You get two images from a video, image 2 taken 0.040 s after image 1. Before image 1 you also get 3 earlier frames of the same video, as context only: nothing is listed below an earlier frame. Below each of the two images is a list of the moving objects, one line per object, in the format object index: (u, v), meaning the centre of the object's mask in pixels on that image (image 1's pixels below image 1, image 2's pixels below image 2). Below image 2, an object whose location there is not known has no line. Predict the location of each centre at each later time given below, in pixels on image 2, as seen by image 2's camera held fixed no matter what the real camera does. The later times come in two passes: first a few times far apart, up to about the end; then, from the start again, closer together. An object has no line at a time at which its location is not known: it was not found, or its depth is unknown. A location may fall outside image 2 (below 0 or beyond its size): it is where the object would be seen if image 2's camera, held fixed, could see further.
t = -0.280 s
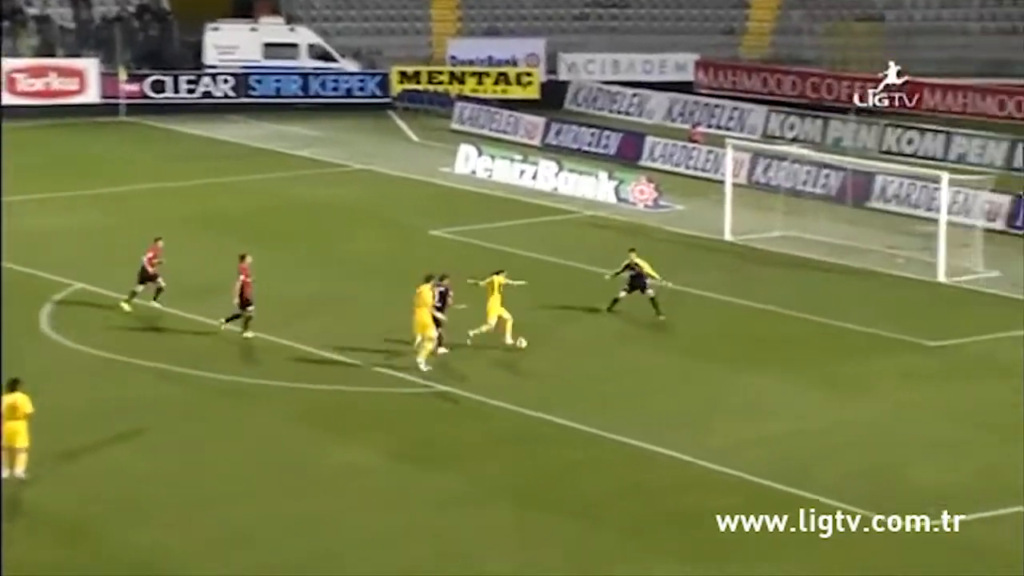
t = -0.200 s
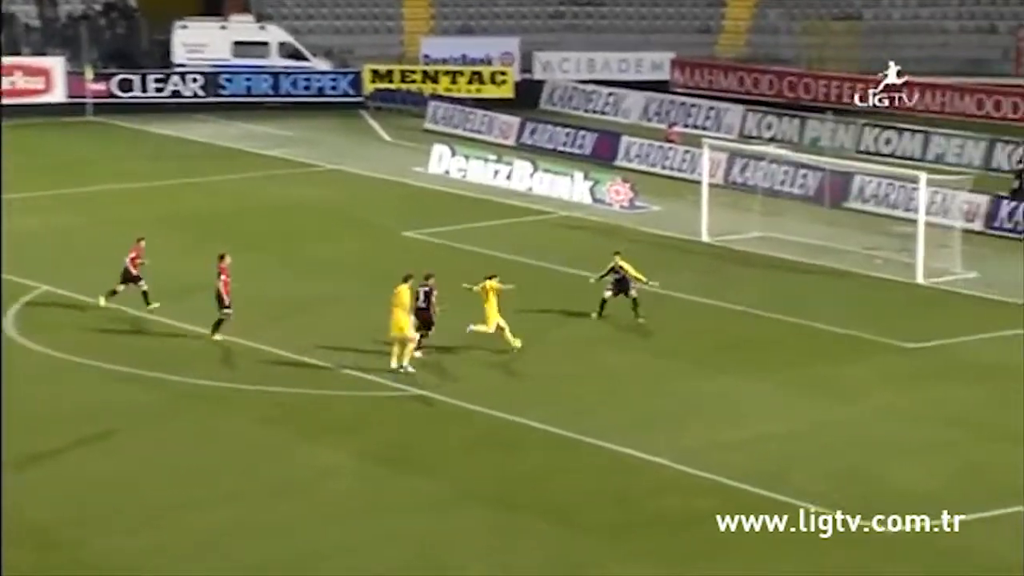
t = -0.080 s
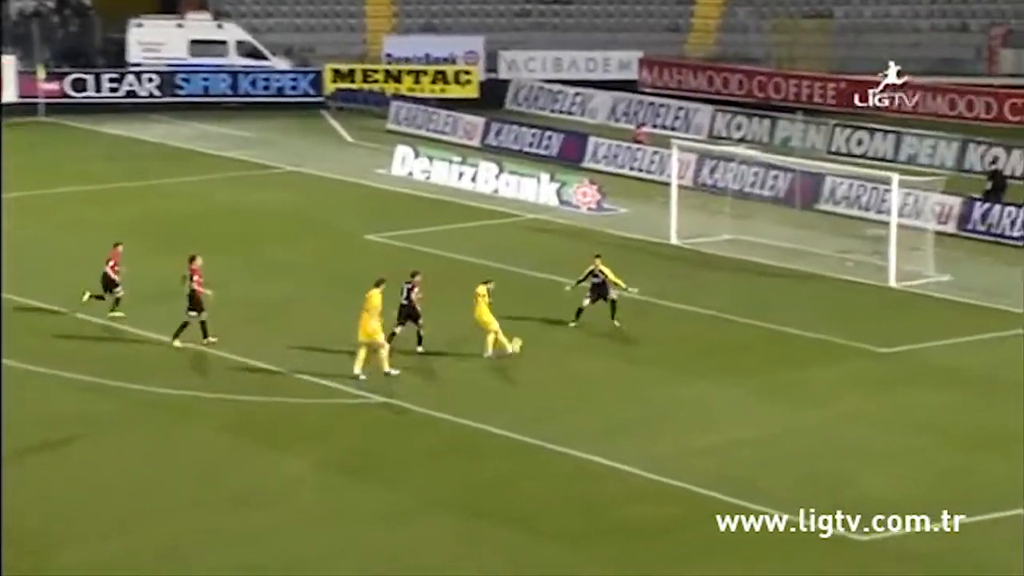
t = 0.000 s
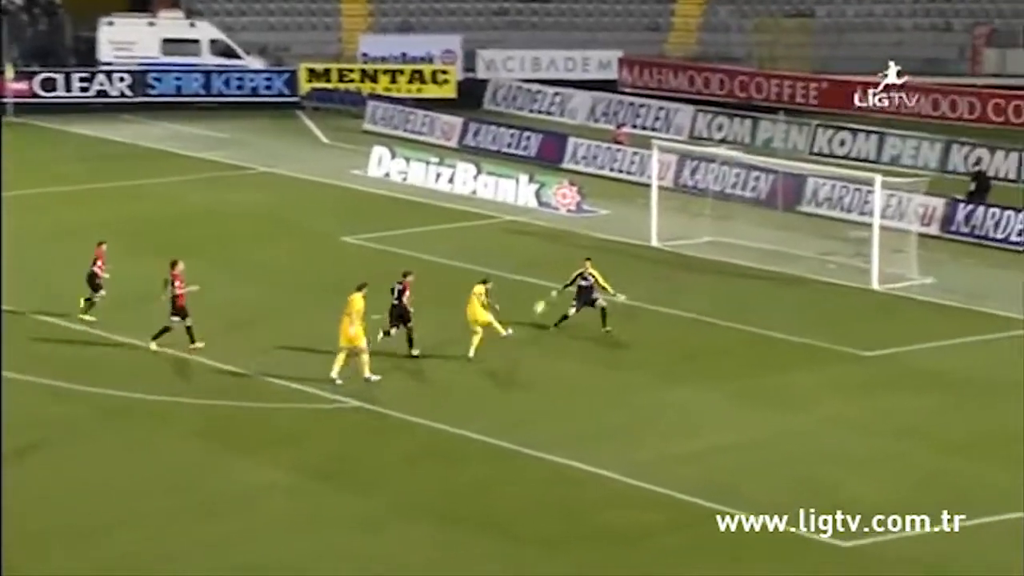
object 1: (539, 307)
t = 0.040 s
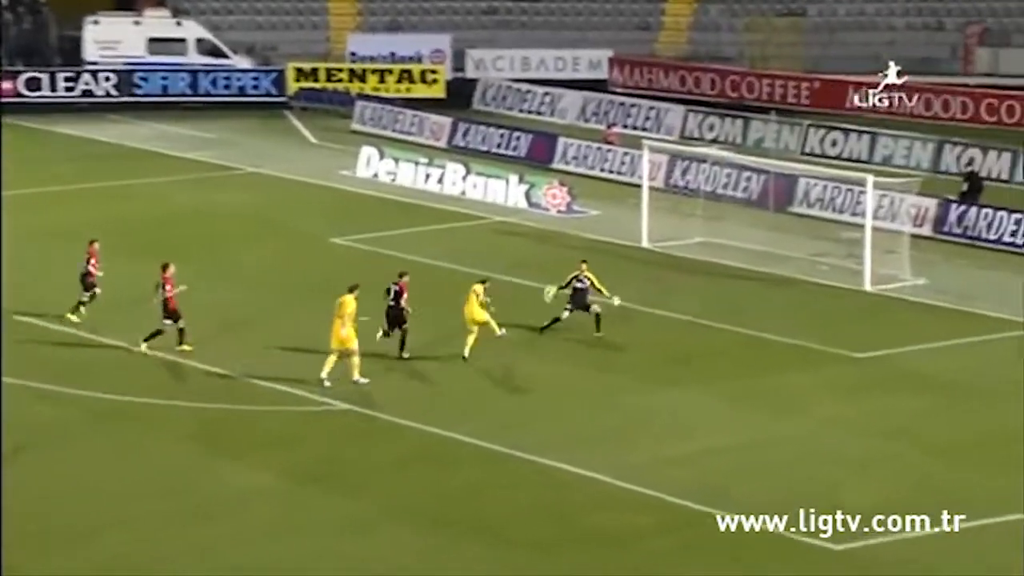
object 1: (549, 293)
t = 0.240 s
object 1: (639, 223)
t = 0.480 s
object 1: (724, 186)
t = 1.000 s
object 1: (724, 240)
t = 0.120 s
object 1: (589, 259)
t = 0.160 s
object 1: (607, 246)
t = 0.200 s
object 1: (624, 233)
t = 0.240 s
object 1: (639, 223)
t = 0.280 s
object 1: (656, 215)
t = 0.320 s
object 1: (671, 206)
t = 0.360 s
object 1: (684, 201)
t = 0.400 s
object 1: (697, 194)
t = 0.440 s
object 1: (709, 191)
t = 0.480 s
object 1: (724, 186)
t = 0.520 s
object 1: (733, 184)
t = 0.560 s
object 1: (745, 180)
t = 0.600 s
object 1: (753, 180)
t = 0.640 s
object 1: (760, 180)
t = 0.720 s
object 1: (756, 183)
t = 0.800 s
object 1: (749, 199)
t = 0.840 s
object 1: (745, 206)
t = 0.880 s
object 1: (741, 213)
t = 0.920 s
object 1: (736, 222)
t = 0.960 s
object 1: (730, 231)
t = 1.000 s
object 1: (724, 240)
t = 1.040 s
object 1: (722, 233)
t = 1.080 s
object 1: (720, 229)
